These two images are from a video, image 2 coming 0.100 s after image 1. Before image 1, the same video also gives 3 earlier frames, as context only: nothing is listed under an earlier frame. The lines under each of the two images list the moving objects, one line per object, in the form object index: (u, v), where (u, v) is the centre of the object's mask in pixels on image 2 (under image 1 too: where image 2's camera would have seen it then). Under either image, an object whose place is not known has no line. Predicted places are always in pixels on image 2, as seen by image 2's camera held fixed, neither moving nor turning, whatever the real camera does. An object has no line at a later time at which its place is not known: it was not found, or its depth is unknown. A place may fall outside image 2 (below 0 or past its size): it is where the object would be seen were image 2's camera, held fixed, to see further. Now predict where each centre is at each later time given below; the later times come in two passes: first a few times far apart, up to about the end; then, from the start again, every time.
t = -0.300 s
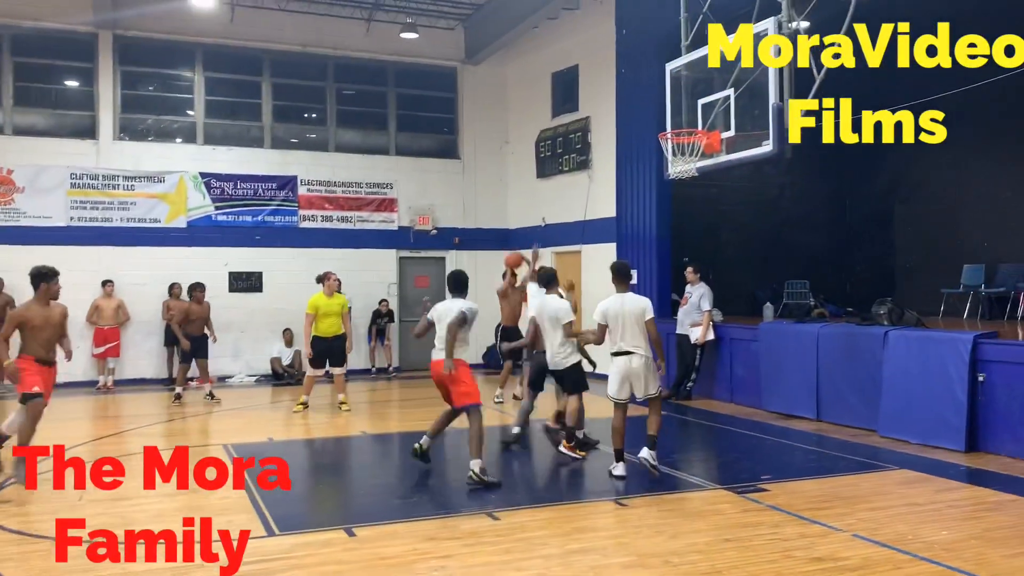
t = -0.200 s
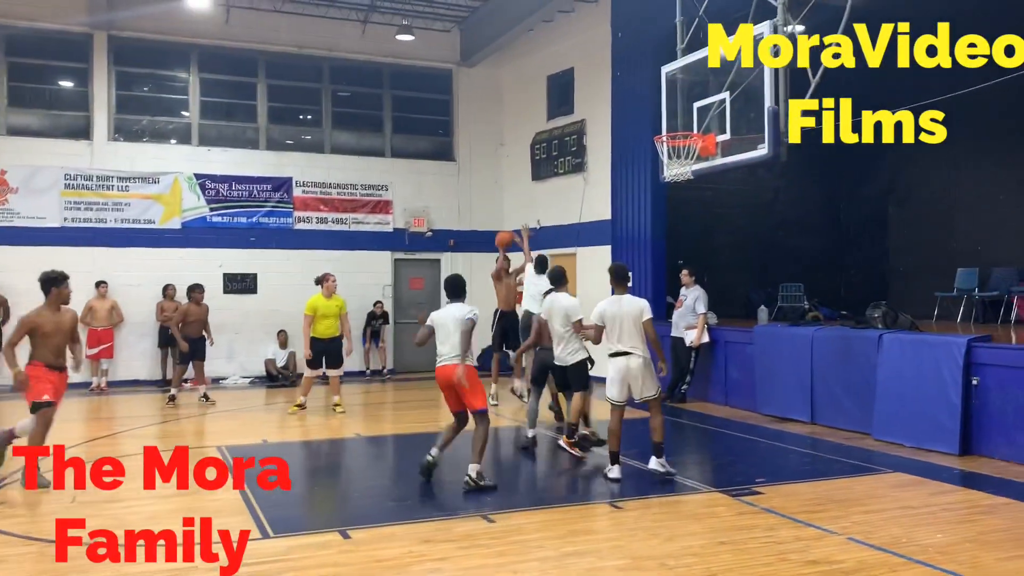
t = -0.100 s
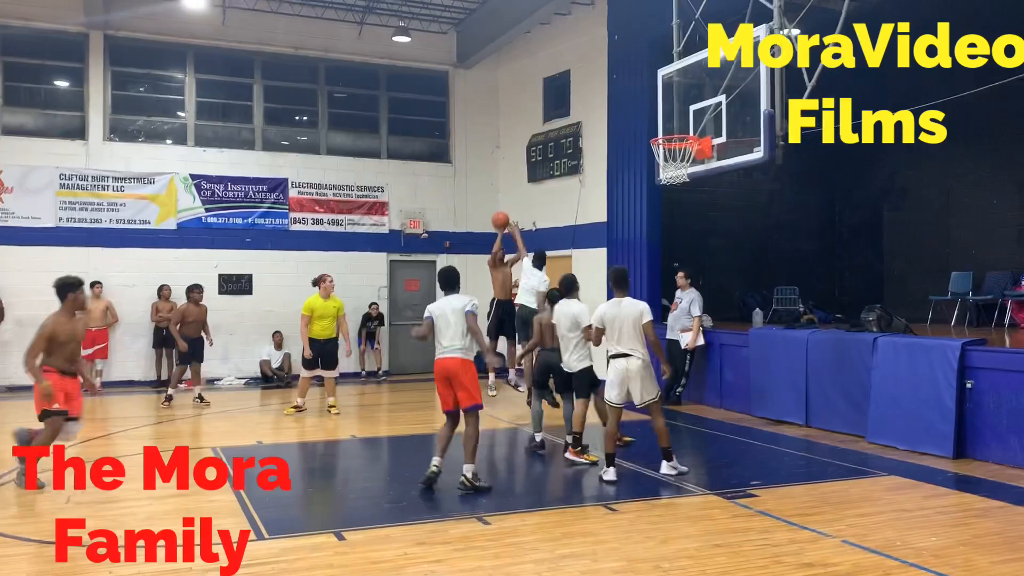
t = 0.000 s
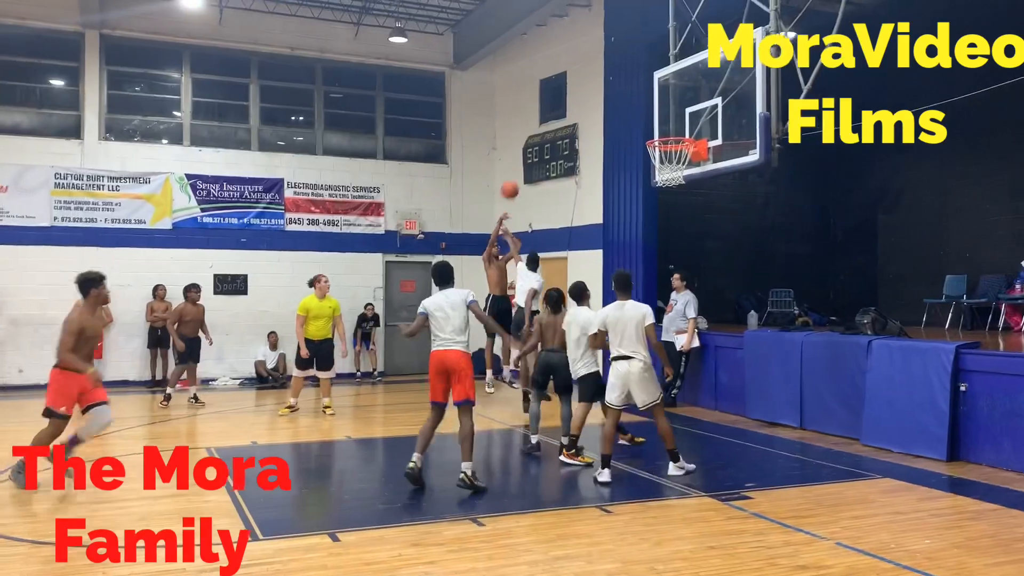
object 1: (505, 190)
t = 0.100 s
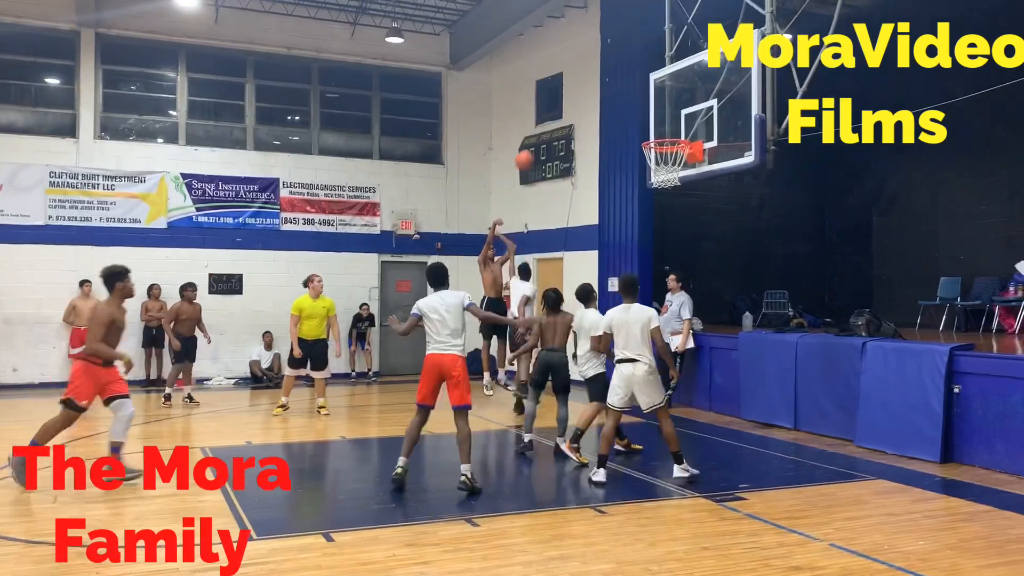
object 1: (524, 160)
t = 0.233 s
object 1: (551, 129)
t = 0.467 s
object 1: (604, 105)
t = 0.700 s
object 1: (664, 129)
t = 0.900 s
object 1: (671, 134)
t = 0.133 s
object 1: (530, 151)
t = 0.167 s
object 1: (537, 143)
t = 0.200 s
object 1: (543, 135)
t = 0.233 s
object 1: (551, 129)
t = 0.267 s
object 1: (558, 123)
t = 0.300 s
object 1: (565, 118)
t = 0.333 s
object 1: (573, 114)
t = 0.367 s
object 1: (580, 110)
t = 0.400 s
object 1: (588, 108)
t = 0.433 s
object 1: (596, 106)
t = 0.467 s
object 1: (604, 105)
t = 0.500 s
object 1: (612, 106)
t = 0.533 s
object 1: (620, 107)
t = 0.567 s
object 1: (629, 109)
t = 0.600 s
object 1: (637, 112)
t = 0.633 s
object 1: (646, 117)
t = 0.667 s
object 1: (655, 123)
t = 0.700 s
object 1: (664, 129)
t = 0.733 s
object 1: (673, 133)
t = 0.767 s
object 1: (665, 135)
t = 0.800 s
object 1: (654, 138)
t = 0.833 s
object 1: (658, 136)
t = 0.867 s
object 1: (665, 135)
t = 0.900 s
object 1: (671, 134)
